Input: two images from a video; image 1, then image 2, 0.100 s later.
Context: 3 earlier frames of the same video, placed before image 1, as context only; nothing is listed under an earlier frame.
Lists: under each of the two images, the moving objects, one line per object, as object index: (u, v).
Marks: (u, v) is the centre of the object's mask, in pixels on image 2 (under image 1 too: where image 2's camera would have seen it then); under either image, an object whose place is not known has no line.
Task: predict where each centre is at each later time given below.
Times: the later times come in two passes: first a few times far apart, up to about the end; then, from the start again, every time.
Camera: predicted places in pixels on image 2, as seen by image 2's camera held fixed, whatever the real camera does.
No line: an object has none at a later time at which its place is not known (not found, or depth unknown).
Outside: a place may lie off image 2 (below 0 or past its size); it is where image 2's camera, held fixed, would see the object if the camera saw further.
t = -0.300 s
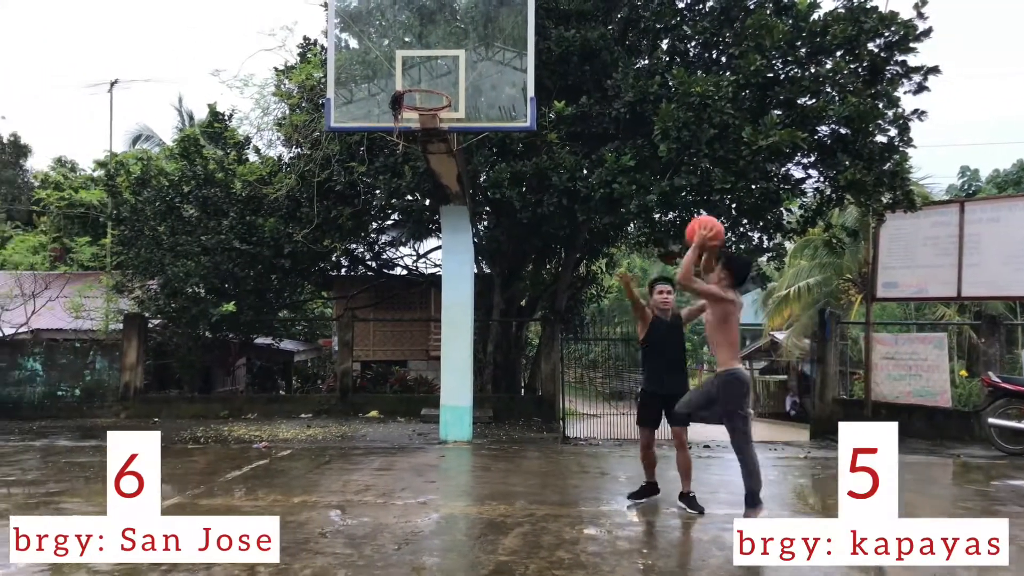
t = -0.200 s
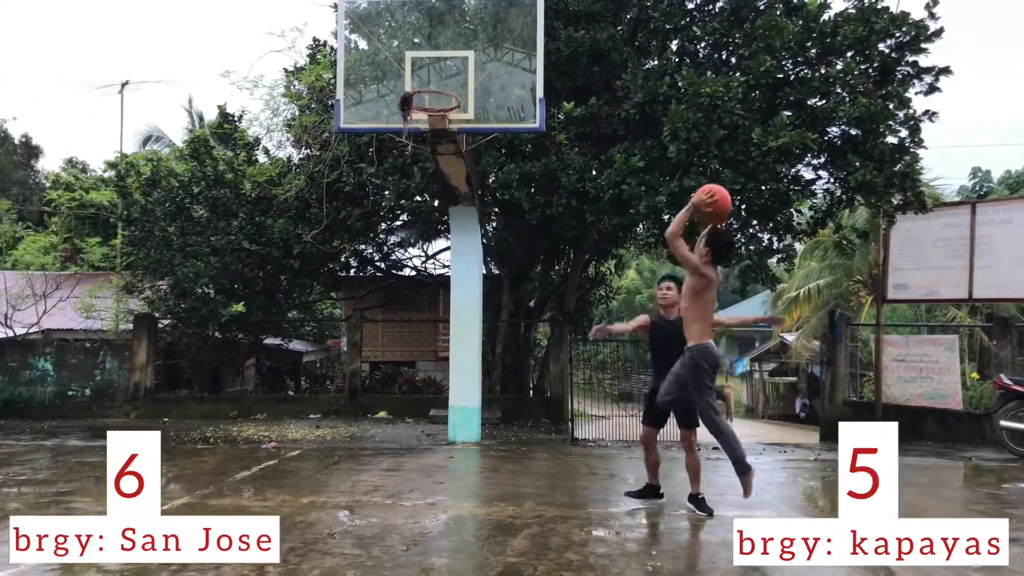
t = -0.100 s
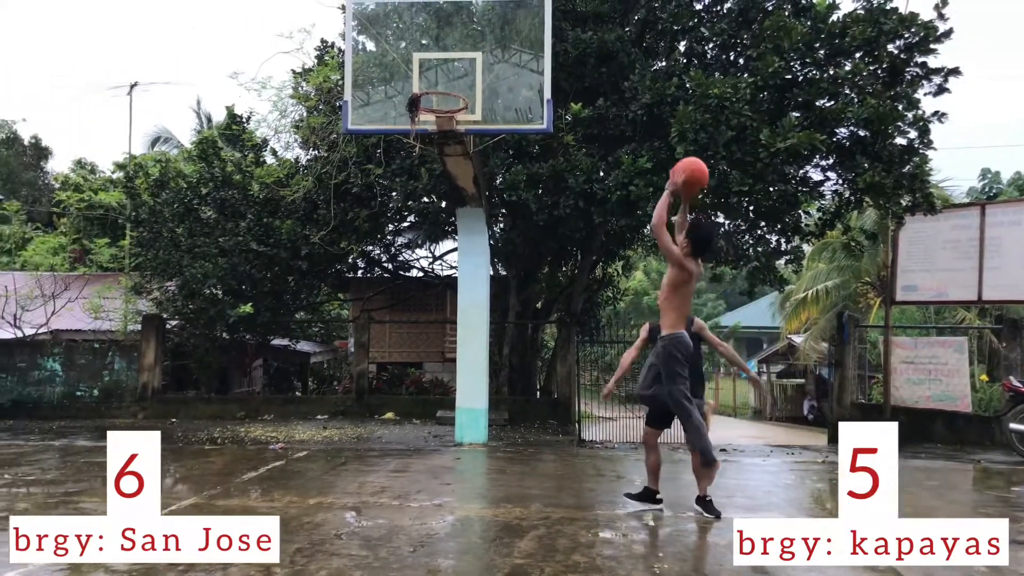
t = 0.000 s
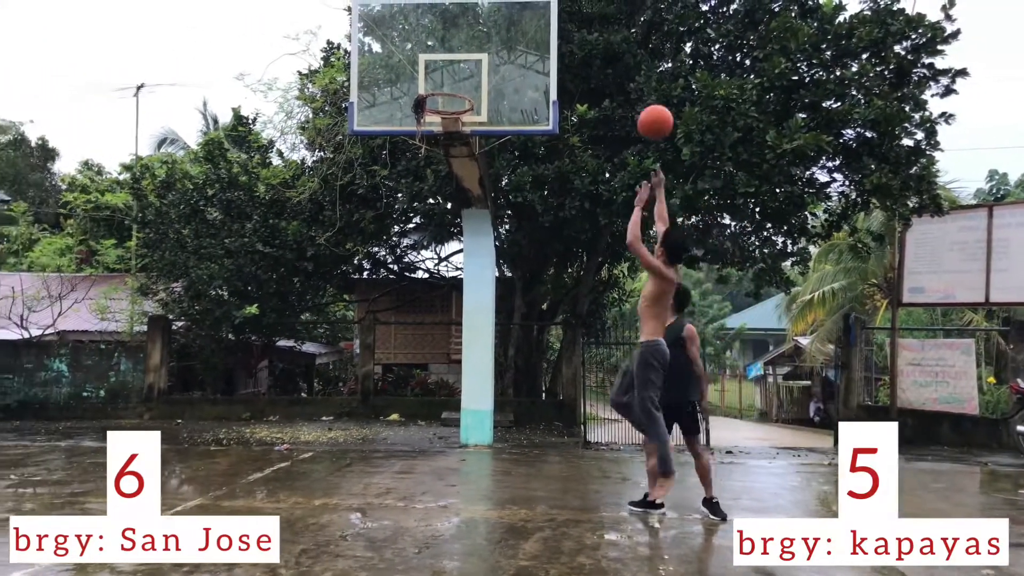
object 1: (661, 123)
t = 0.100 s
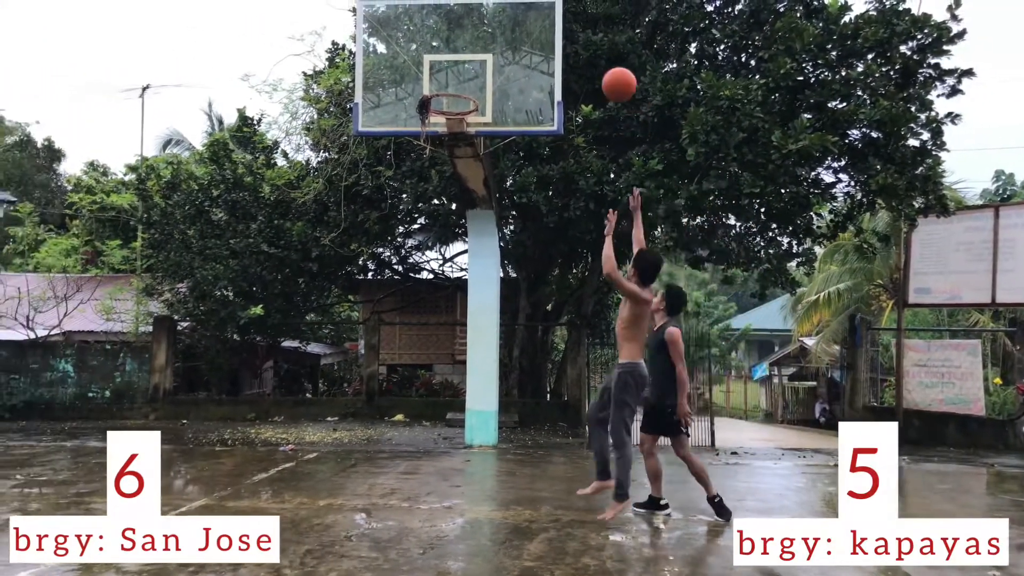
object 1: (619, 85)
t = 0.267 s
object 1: (557, 56)
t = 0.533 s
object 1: (472, 82)
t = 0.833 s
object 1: (449, 117)
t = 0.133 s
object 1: (606, 76)
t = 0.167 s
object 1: (593, 68)
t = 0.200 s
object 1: (581, 62)
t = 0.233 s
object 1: (569, 58)
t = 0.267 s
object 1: (557, 56)
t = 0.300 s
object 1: (545, 54)
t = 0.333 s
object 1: (534, 55)
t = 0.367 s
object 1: (523, 56)
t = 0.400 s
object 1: (513, 59)
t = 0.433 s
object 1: (502, 63)
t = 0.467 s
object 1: (492, 68)
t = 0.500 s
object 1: (482, 75)
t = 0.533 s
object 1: (472, 82)
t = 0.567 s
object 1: (463, 88)
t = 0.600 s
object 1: (455, 94)
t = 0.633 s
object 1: (446, 103)
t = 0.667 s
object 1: (446, 103)
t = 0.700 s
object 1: (448, 101)
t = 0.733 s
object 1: (451, 99)
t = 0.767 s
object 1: (450, 105)
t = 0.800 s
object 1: (449, 109)
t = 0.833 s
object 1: (449, 117)
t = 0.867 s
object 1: (448, 123)
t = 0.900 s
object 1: (447, 131)
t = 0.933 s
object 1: (445, 140)
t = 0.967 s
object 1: (443, 150)
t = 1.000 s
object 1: (442, 162)
